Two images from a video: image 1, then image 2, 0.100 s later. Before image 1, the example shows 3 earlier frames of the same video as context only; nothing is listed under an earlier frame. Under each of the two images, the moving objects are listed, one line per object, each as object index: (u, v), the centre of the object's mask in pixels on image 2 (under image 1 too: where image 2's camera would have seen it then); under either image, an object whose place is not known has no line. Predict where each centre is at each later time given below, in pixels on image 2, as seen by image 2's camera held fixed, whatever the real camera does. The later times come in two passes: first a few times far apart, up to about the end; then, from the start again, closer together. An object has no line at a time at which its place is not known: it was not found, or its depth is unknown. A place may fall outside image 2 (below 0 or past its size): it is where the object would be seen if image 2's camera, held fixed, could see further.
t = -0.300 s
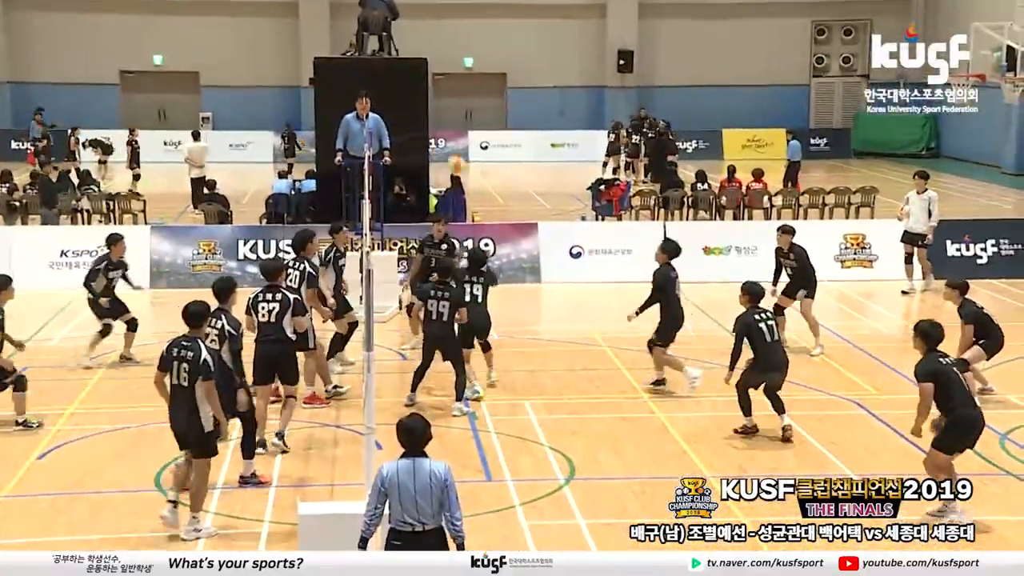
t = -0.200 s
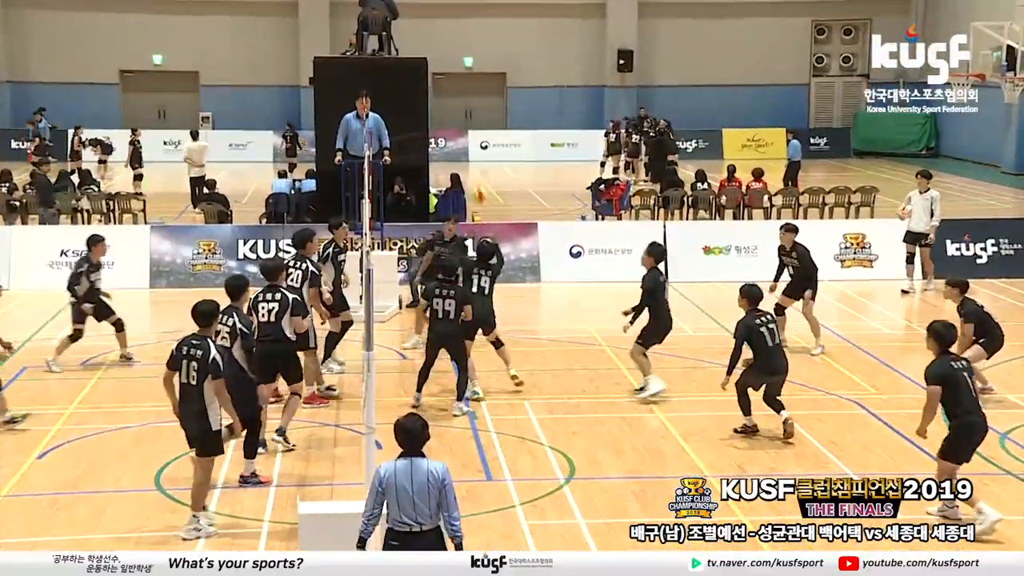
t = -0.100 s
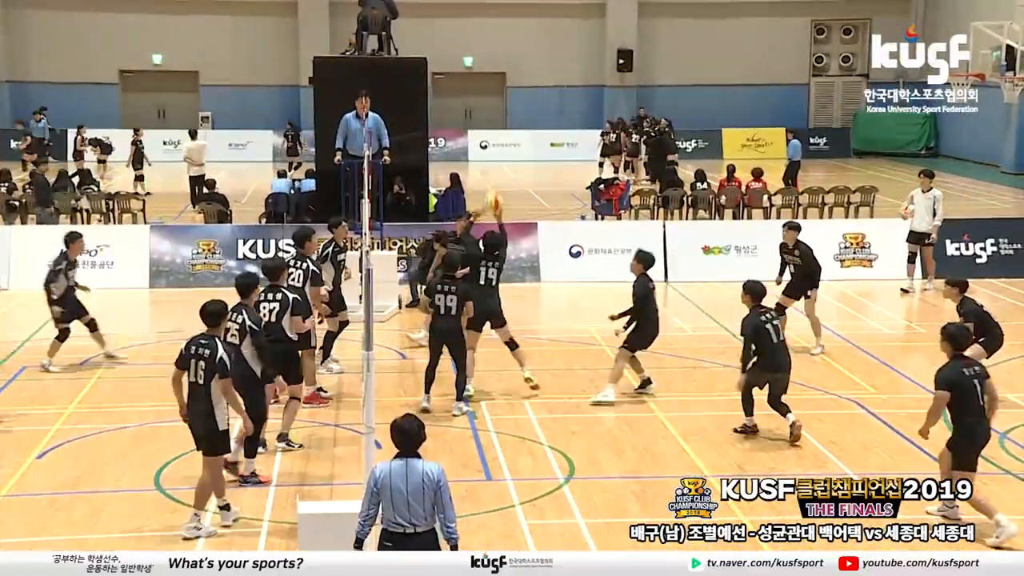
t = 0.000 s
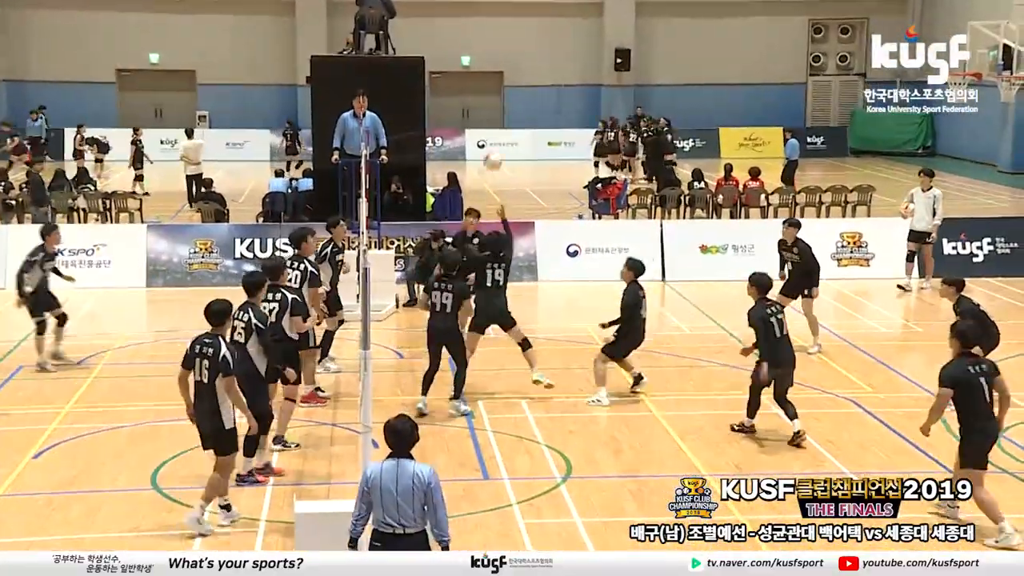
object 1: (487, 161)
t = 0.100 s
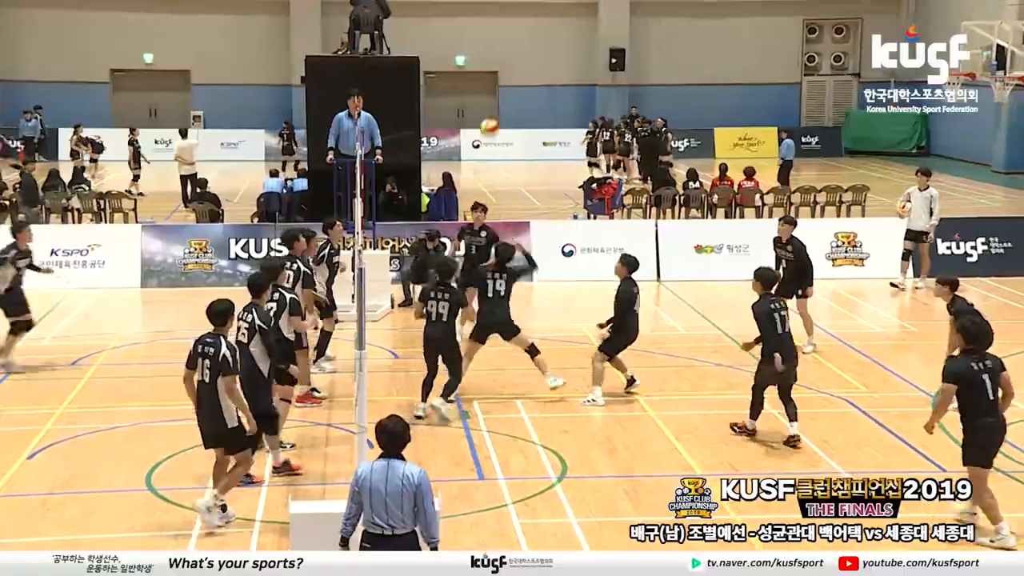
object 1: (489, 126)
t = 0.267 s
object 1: (492, 94)
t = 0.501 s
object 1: (496, 89)
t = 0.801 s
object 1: (503, 151)
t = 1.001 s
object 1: (502, 234)
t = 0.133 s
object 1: (490, 119)
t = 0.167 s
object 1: (490, 112)
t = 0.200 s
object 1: (491, 105)
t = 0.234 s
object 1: (492, 100)
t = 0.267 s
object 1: (492, 94)
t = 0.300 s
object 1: (493, 91)
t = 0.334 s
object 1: (493, 88)
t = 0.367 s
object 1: (494, 86)
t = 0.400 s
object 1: (494, 85)
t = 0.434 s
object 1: (495, 86)
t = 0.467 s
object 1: (496, 87)
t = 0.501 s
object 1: (496, 89)
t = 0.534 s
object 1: (497, 92)
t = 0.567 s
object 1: (497, 96)
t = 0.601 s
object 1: (498, 101)
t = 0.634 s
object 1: (499, 107)
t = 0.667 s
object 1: (499, 114)
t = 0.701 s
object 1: (500, 121)
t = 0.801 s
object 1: (503, 151)
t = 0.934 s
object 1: (503, 202)
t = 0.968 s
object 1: (502, 218)
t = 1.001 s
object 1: (502, 234)
